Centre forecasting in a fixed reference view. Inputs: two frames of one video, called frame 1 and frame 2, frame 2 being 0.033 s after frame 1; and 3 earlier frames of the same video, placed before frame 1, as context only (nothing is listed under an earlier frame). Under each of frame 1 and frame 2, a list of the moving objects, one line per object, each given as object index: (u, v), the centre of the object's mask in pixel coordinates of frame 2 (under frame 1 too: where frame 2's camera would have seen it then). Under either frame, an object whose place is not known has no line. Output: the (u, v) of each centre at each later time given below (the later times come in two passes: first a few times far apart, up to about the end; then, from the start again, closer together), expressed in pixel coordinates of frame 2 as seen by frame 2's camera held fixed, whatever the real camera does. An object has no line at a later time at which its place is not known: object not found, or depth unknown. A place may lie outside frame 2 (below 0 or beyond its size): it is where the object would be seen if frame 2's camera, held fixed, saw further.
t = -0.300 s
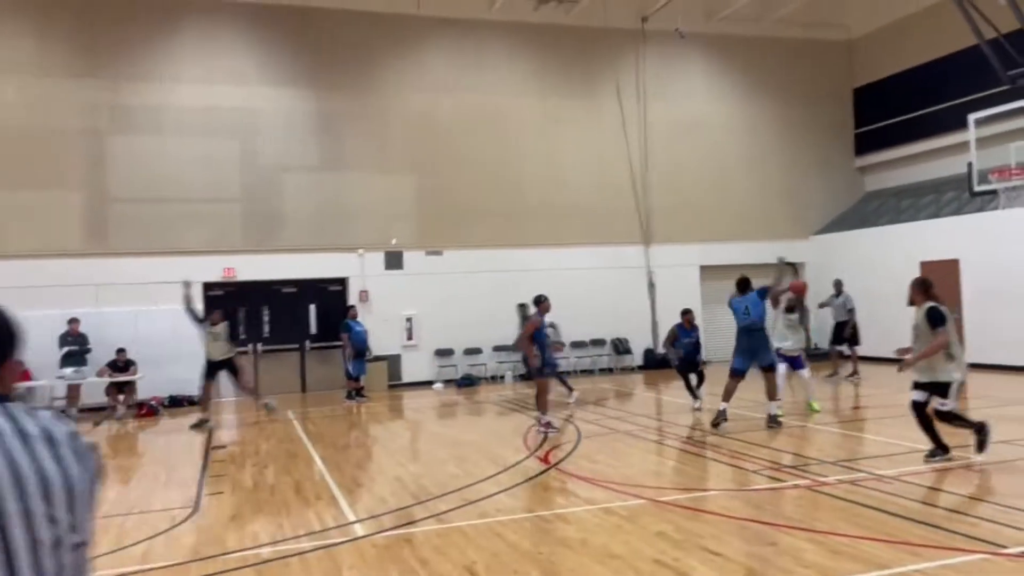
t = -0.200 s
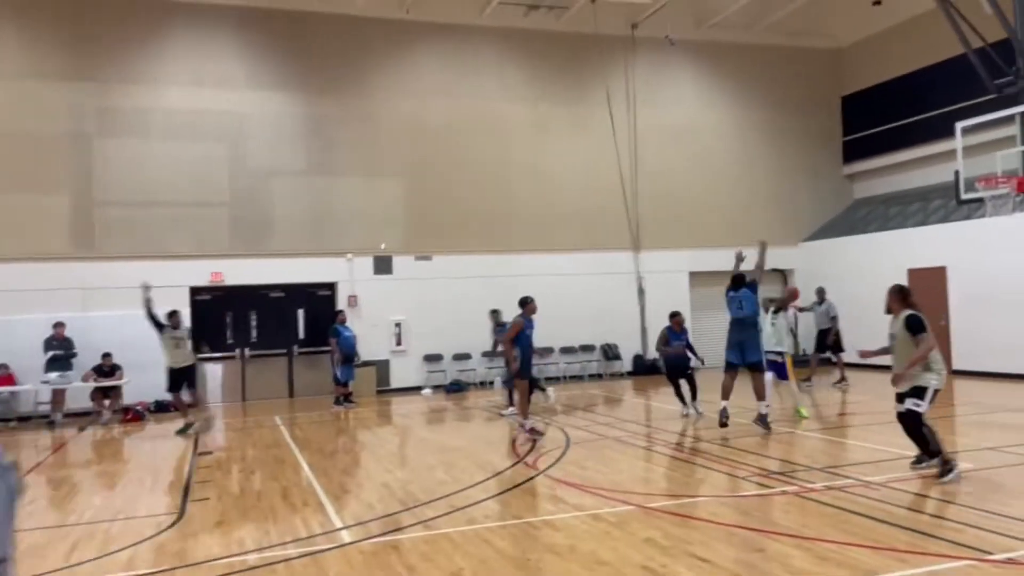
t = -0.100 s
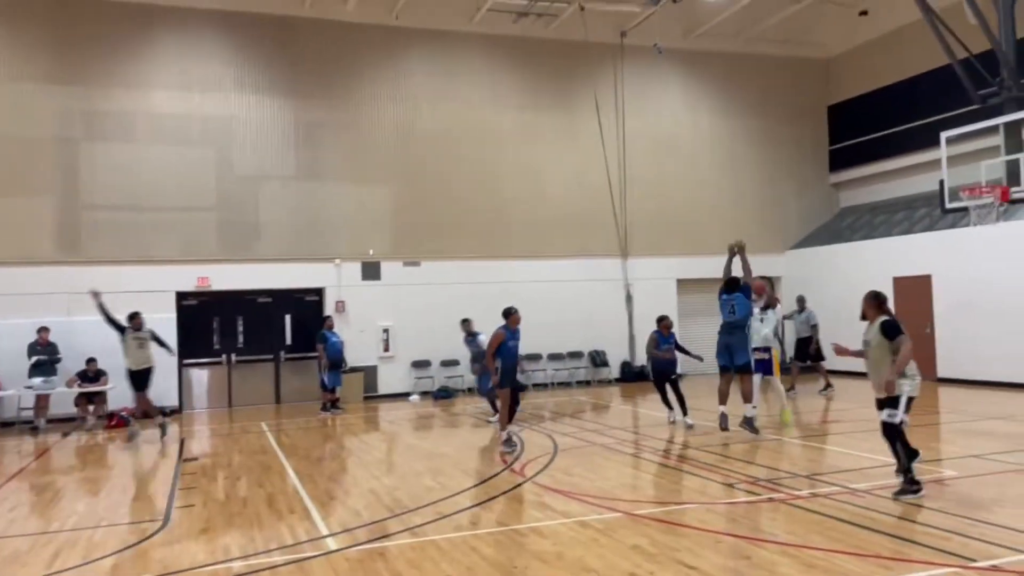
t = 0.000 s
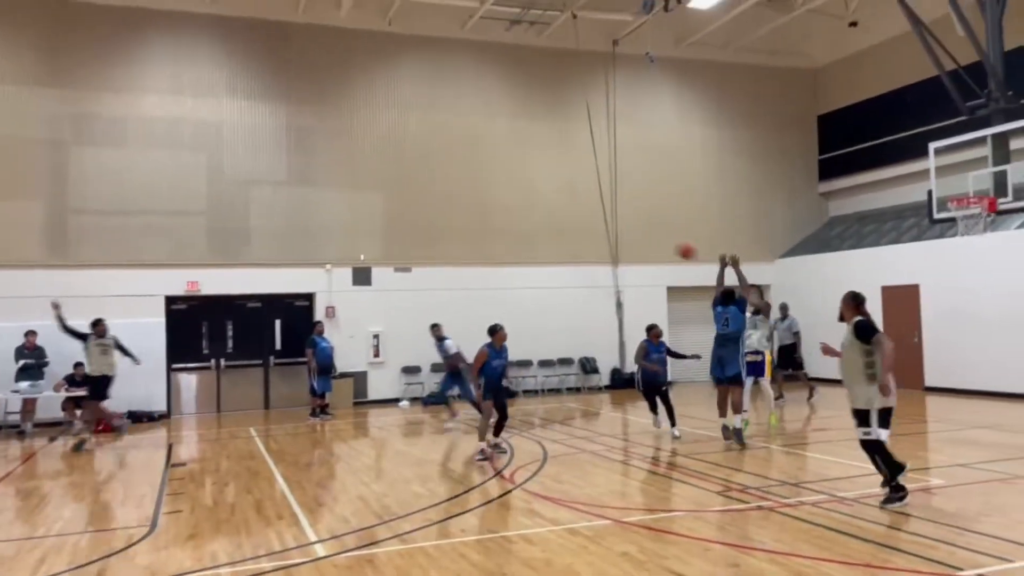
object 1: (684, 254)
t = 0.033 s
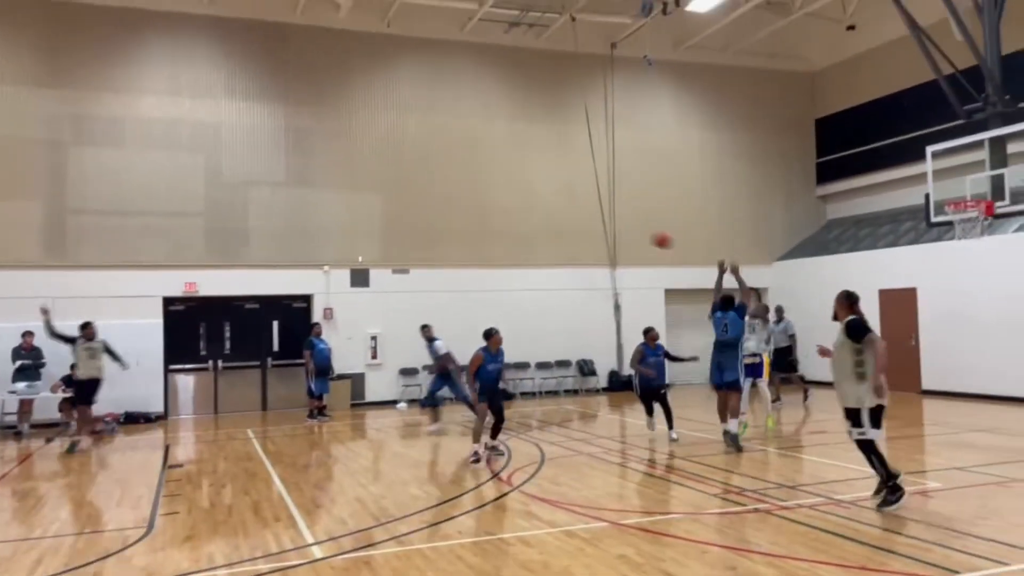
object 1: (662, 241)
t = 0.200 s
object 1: (551, 183)
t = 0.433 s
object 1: (394, 128)
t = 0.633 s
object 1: (256, 109)
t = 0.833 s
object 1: (117, 120)
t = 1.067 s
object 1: (-50, 168)
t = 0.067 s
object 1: (640, 228)
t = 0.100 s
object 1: (618, 215)
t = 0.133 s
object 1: (595, 204)
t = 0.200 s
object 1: (551, 183)
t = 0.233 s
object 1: (529, 173)
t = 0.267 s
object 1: (506, 164)
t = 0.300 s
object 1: (484, 156)
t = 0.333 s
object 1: (461, 149)
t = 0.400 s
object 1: (416, 134)
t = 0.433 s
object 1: (394, 128)
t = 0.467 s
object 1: (371, 123)
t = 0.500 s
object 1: (348, 119)
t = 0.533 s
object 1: (326, 116)
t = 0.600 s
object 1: (280, 110)
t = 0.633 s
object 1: (256, 109)
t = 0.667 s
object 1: (233, 109)
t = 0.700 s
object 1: (209, 109)
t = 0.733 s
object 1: (186, 110)
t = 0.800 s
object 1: (141, 115)
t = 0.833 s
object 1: (117, 120)
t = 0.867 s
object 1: (94, 124)
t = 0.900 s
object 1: (70, 130)
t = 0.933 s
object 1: (46, 136)
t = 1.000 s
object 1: (-2, 150)
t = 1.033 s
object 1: (-25, 159)
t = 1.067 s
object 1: (-50, 168)
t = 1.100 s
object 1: (-74, 179)
